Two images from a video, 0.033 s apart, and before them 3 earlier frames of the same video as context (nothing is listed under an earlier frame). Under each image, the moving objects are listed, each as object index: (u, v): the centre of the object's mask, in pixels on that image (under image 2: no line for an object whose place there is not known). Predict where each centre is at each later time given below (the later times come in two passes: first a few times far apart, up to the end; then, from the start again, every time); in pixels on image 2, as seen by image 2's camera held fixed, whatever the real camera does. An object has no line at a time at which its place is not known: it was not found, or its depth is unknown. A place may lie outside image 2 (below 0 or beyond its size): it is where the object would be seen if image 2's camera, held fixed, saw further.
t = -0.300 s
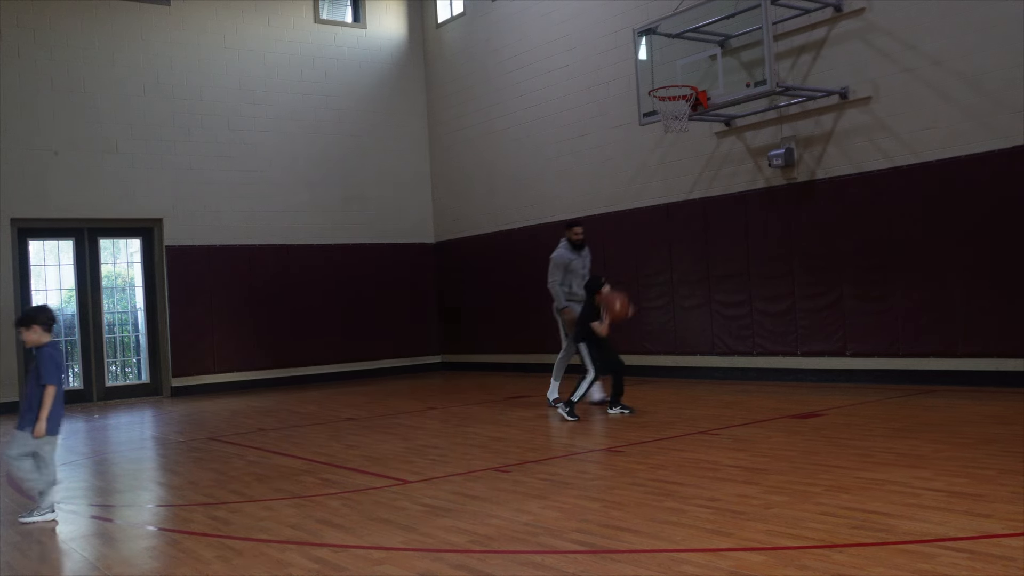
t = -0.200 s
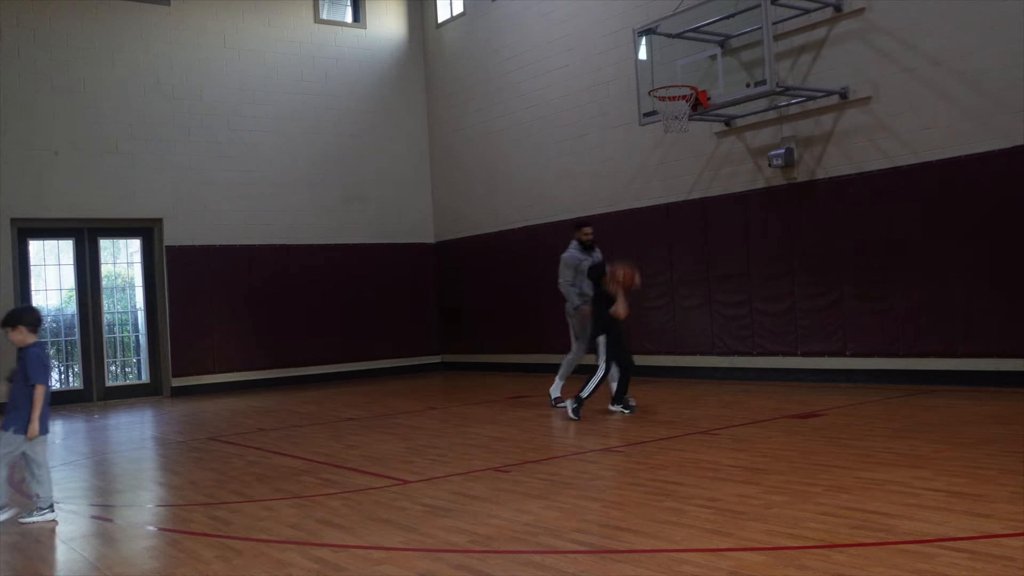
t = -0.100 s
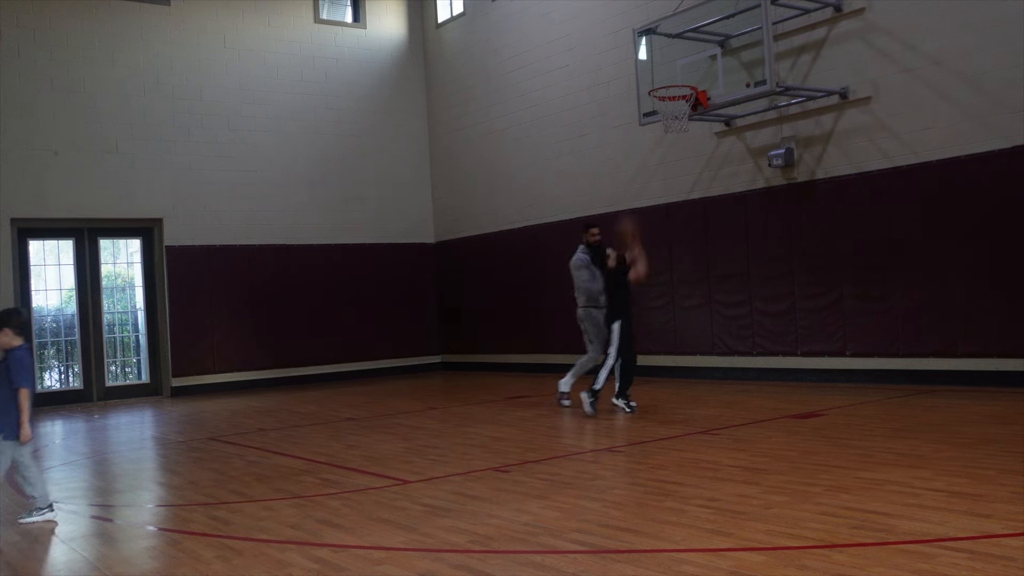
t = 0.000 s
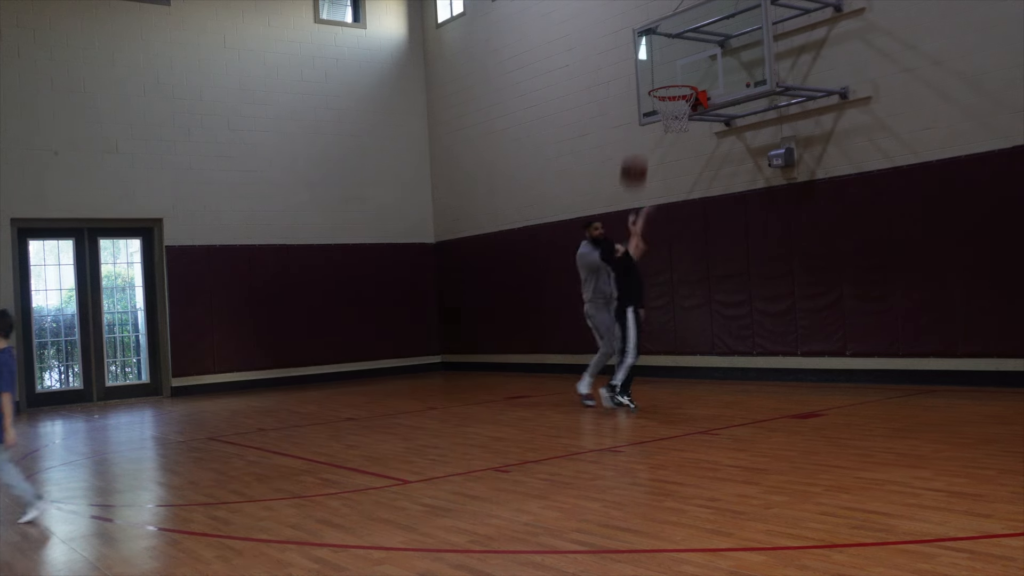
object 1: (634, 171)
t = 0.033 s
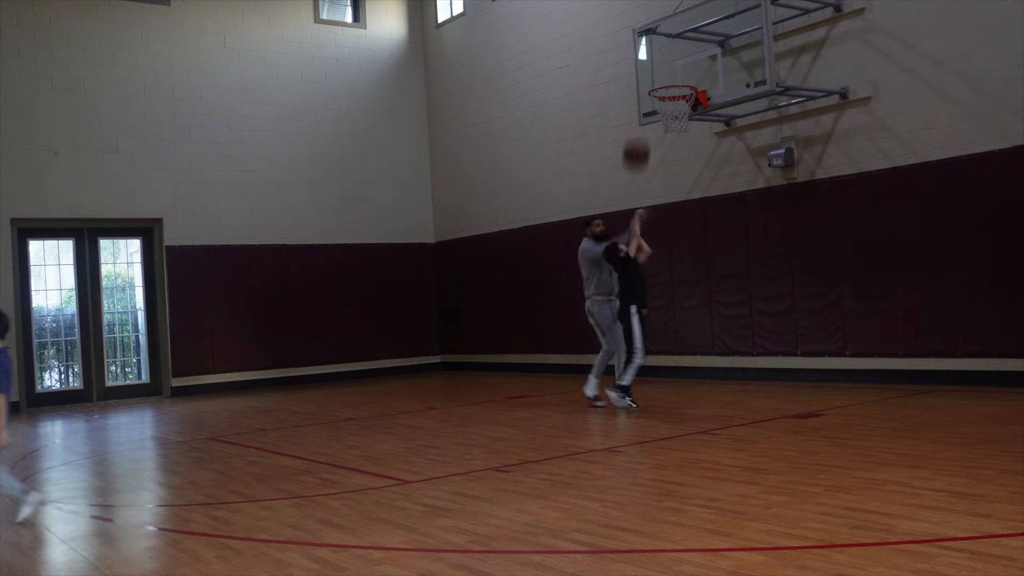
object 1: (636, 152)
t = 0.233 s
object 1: (652, 75)
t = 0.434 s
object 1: (669, 42)
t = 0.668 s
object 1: (691, 55)
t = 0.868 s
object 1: (701, 68)
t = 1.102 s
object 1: (704, 66)
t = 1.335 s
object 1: (711, 120)
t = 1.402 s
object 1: (713, 148)
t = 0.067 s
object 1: (638, 137)
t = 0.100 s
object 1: (640, 123)
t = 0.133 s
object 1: (643, 108)
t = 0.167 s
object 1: (646, 96)
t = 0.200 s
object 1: (649, 85)
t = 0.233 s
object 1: (652, 75)
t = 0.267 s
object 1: (655, 66)
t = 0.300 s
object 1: (658, 59)
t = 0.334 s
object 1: (661, 53)
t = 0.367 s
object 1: (663, 48)
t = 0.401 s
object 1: (666, 44)
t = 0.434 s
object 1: (669, 42)
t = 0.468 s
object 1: (670, 40)
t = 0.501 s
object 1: (675, 40)
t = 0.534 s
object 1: (677, 41)
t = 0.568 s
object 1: (681, 43)
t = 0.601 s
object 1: (684, 46)
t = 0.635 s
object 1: (688, 51)
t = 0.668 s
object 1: (691, 55)
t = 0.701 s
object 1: (694, 62)
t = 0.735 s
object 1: (697, 68)
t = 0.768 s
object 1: (701, 77)
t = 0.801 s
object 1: (701, 77)
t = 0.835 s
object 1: (701, 72)
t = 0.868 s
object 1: (701, 68)
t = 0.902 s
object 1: (701, 64)
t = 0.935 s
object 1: (702, 62)
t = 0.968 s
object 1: (702, 61)
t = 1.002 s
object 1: (703, 60)
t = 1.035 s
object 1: (703, 61)
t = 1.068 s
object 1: (704, 63)
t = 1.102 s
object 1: (704, 66)
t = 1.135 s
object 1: (705, 70)
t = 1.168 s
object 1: (706, 75)
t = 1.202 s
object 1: (707, 81)
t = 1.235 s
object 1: (708, 88)
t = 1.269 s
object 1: (709, 98)
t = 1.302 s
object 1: (710, 108)
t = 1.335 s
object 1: (711, 120)
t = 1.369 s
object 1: (712, 133)
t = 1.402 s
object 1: (713, 148)
